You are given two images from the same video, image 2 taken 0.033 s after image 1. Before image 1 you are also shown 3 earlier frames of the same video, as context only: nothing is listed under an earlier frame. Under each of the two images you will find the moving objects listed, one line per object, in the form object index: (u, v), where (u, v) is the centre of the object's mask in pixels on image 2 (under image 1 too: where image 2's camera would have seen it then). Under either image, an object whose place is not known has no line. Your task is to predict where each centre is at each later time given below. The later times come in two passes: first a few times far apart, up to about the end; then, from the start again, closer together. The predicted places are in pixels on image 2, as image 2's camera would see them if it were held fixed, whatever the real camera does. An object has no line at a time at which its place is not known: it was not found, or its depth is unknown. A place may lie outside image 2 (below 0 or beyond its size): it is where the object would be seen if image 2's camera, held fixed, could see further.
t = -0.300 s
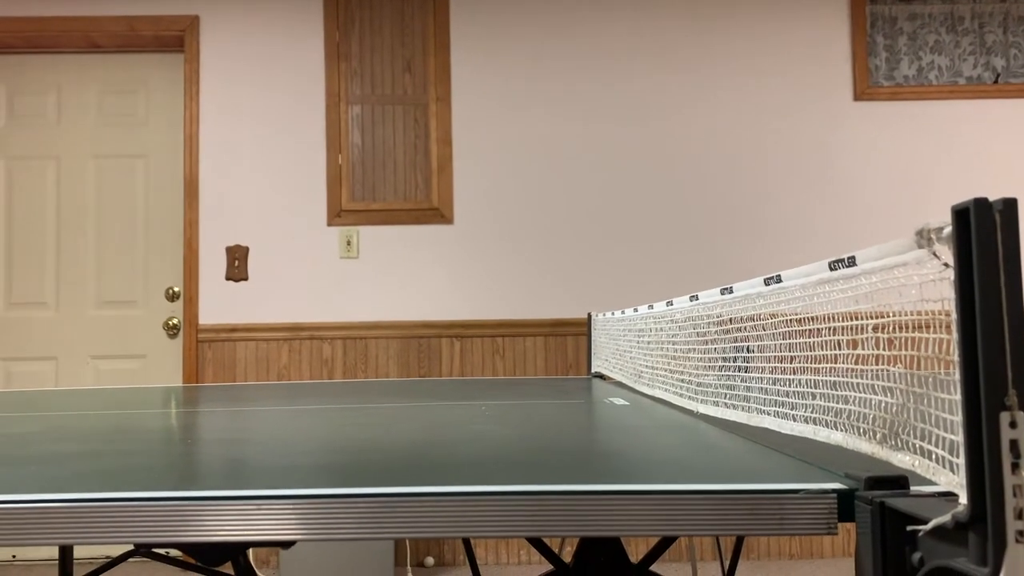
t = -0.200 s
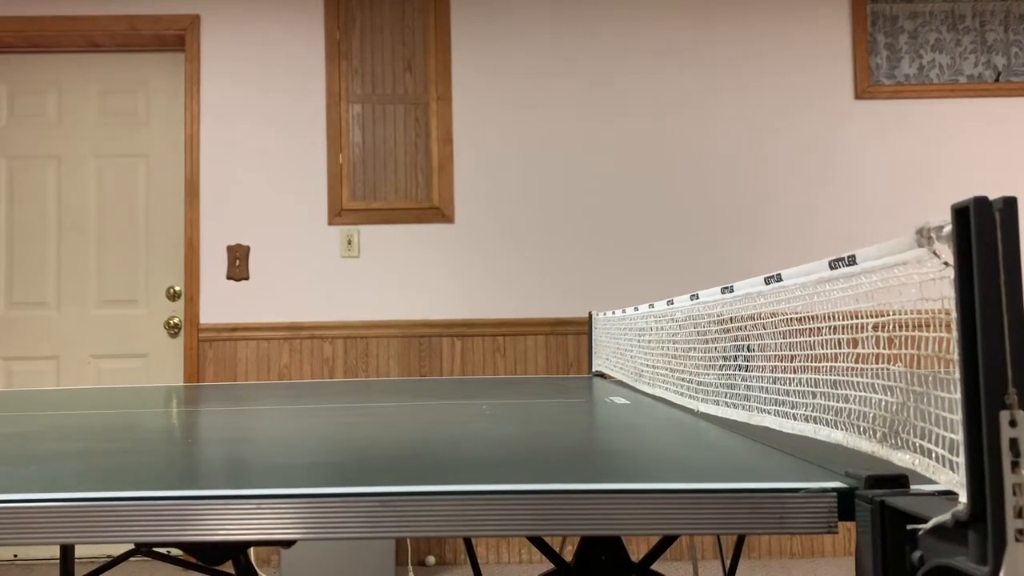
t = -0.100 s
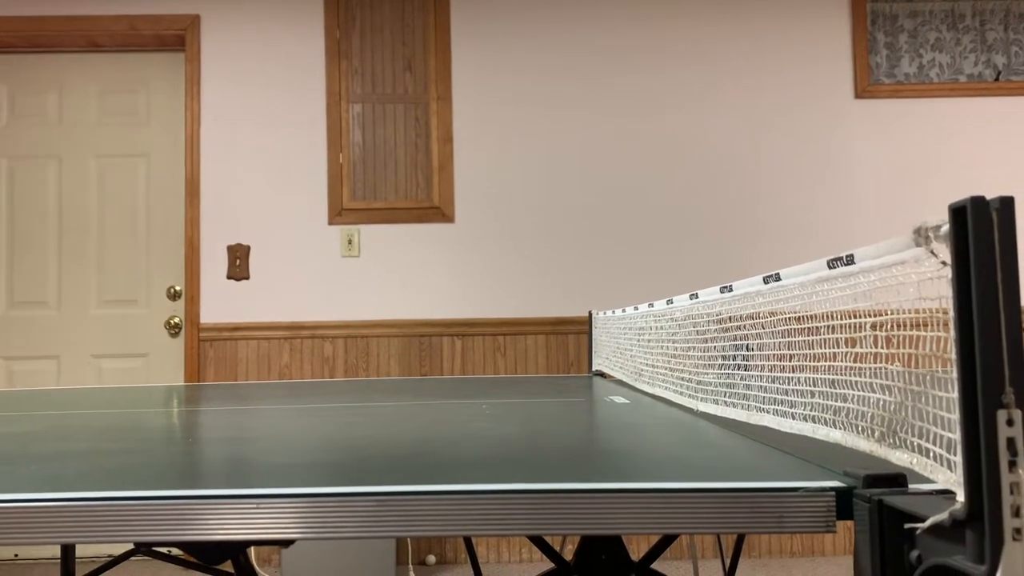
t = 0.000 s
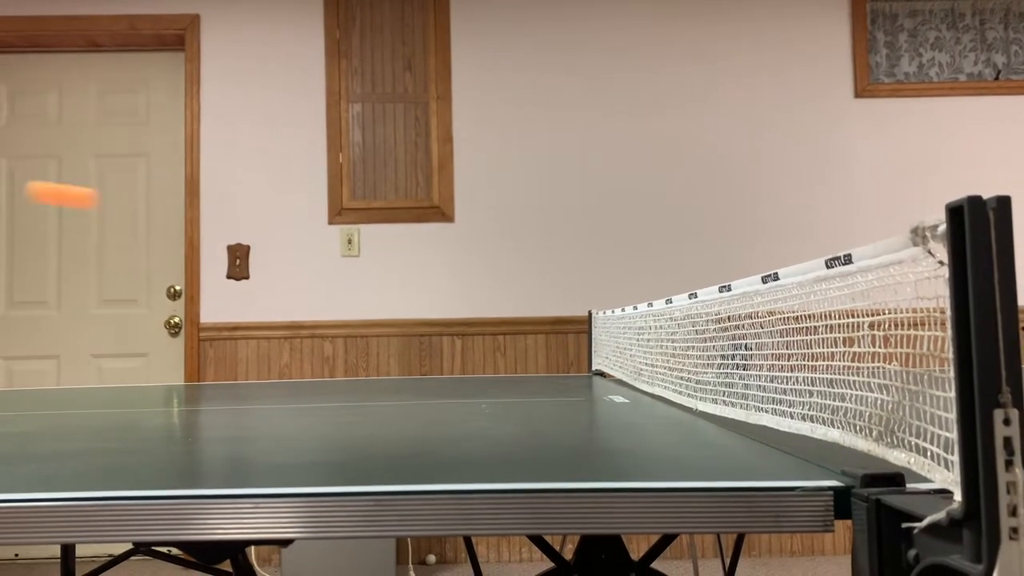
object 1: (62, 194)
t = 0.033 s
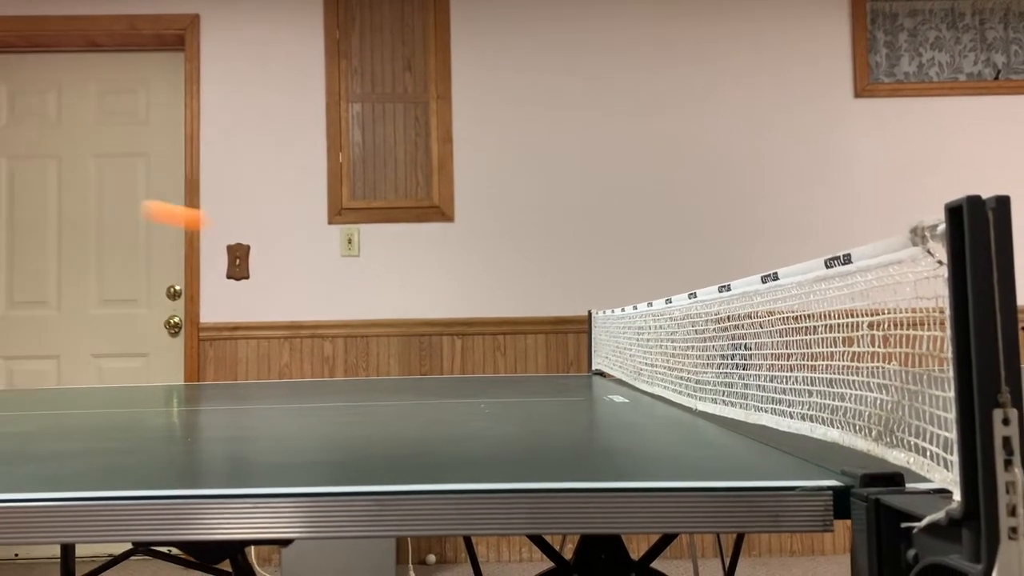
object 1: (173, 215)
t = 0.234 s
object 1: (626, 310)
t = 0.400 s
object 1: (530, 306)
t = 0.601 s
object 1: (453, 322)
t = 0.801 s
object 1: (409, 364)
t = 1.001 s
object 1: (406, 333)
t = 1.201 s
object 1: (405, 337)
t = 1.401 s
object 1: (403, 351)
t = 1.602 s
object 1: (401, 362)
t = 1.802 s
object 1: (401, 365)
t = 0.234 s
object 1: (626, 310)
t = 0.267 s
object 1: (605, 297)
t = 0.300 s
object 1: (586, 290)
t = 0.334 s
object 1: (567, 290)
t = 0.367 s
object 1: (549, 295)
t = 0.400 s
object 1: (530, 306)
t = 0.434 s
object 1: (512, 323)
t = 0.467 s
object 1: (495, 345)
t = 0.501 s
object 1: (477, 372)
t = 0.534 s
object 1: (468, 353)
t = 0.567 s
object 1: (460, 334)
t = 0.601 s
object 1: (453, 322)
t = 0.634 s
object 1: (444, 314)
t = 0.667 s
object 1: (438, 313)
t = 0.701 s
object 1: (430, 317)
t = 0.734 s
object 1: (424, 327)
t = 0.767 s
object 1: (417, 343)
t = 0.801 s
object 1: (409, 364)
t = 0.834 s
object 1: (406, 364)
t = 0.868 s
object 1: (406, 347)
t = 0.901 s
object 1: (406, 335)
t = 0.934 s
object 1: (406, 329)
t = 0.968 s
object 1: (406, 328)
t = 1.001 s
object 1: (406, 333)
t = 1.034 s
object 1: (406, 343)
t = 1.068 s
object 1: (406, 360)
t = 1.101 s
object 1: (406, 371)
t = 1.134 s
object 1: (406, 354)
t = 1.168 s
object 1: (405, 343)
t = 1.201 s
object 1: (405, 337)
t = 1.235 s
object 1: (404, 338)
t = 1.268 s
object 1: (404, 343)
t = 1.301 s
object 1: (404, 354)
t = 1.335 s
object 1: (404, 371)
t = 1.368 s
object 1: (403, 363)
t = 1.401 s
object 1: (403, 351)
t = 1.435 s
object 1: (403, 345)
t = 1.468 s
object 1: (403, 344)
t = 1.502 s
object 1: (402, 348)
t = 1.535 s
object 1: (402, 358)
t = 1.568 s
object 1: (402, 373)
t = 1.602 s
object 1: (401, 362)
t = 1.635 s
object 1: (401, 352)
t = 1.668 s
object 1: (401, 349)
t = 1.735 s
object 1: (401, 357)
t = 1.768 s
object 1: (401, 370)
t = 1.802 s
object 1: (401, 365)
